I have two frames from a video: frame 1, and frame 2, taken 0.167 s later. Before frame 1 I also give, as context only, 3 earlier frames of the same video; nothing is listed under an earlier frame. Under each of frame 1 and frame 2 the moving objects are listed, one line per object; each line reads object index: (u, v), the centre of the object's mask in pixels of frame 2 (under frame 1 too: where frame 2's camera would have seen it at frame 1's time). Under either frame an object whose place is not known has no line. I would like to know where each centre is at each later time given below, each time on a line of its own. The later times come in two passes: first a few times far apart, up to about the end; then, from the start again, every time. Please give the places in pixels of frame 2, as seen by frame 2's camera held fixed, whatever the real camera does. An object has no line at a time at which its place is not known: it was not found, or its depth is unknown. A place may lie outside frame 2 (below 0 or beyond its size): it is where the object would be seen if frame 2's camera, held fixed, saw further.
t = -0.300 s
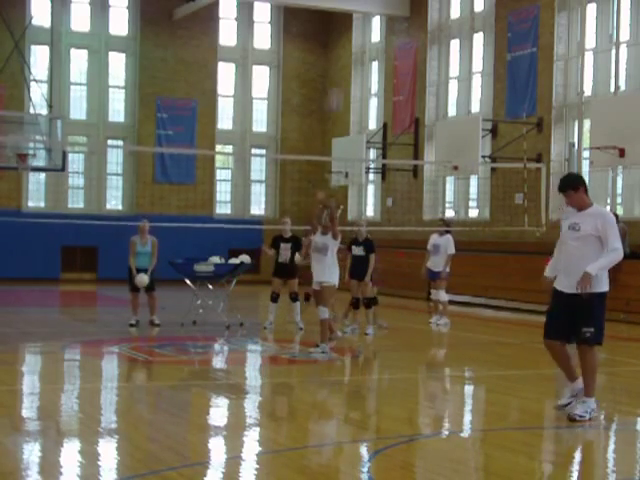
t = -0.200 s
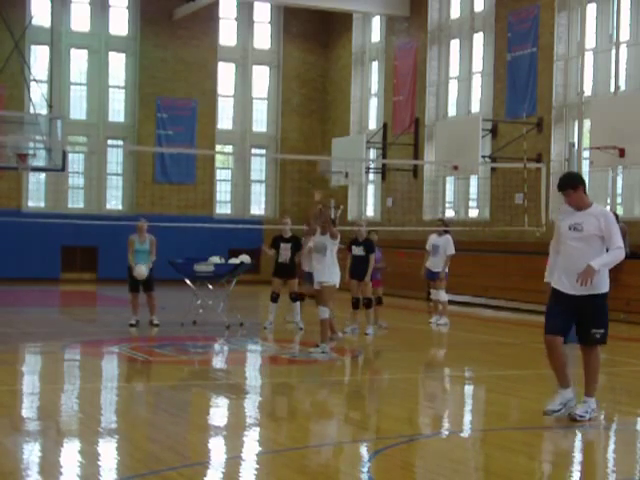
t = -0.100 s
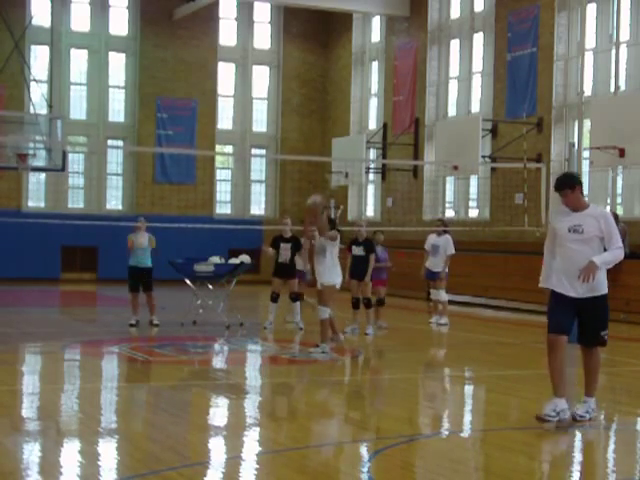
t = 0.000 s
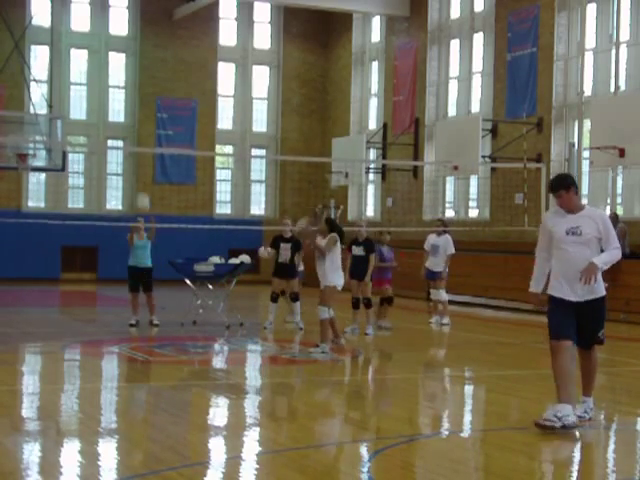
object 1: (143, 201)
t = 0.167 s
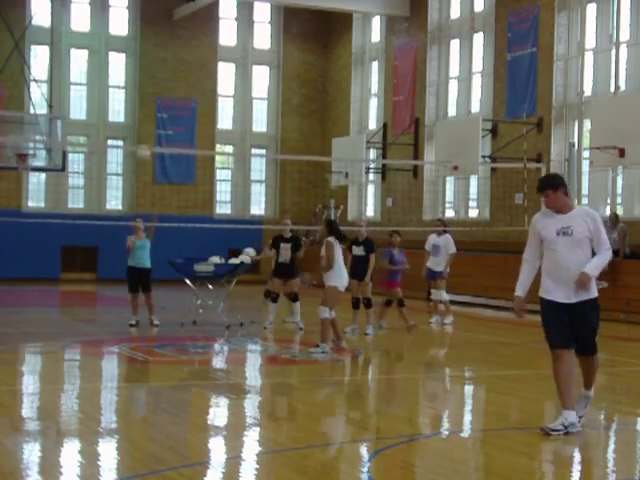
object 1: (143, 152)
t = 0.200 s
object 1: (143, 143)
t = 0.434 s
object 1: (143, 111)
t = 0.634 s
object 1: (143, 110)
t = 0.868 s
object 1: (142, 141)
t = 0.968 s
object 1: (141, 166)
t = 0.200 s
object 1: (143, 143)
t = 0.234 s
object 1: (143, 137)
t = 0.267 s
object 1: (143, 131)
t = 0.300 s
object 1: (143, 125)
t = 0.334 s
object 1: (143, 120)
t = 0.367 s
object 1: (143, 117)
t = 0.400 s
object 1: (143, 114)
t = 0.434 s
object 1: (143, 111)
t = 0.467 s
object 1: (143, 109)
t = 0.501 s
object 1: (143, 108)
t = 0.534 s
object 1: (143, 108)
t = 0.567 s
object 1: (143, 108)
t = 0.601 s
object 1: (143, 108)
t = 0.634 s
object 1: (143, 110)
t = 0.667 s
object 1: (143, 113)
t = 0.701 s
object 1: (142, 116)
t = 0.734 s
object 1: (142, 120)
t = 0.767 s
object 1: (142, 124)
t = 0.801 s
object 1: (142, 130)
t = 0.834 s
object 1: (142, 136)
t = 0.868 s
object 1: (142, 141)
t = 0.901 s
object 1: (142, 149)
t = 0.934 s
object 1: (141, 158)
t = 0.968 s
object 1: (141, 166)
